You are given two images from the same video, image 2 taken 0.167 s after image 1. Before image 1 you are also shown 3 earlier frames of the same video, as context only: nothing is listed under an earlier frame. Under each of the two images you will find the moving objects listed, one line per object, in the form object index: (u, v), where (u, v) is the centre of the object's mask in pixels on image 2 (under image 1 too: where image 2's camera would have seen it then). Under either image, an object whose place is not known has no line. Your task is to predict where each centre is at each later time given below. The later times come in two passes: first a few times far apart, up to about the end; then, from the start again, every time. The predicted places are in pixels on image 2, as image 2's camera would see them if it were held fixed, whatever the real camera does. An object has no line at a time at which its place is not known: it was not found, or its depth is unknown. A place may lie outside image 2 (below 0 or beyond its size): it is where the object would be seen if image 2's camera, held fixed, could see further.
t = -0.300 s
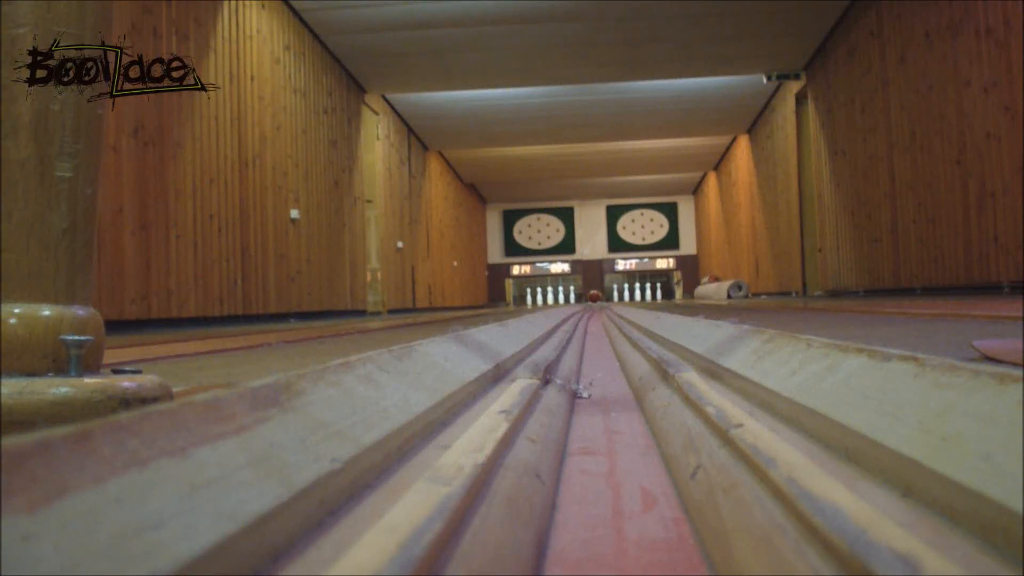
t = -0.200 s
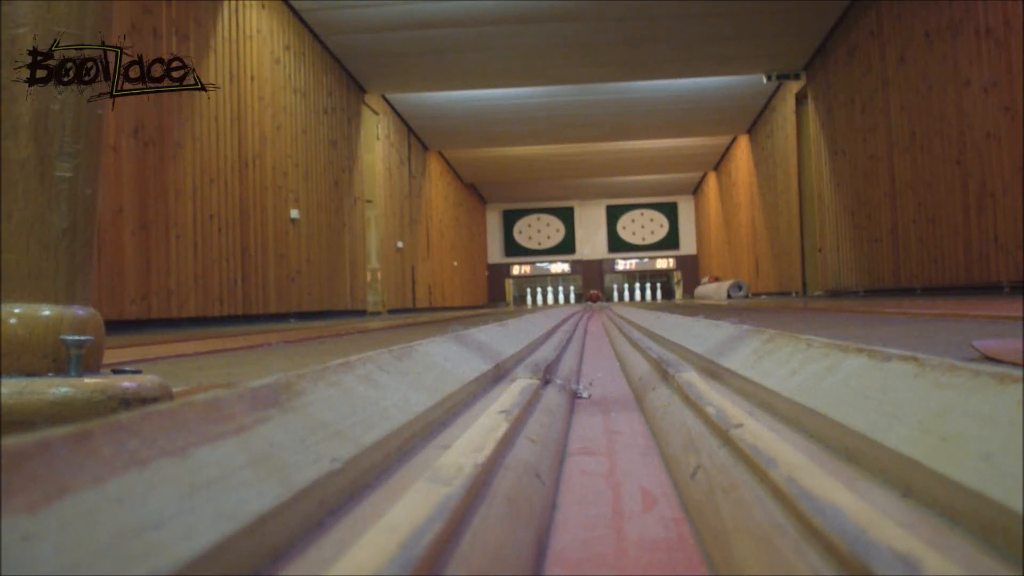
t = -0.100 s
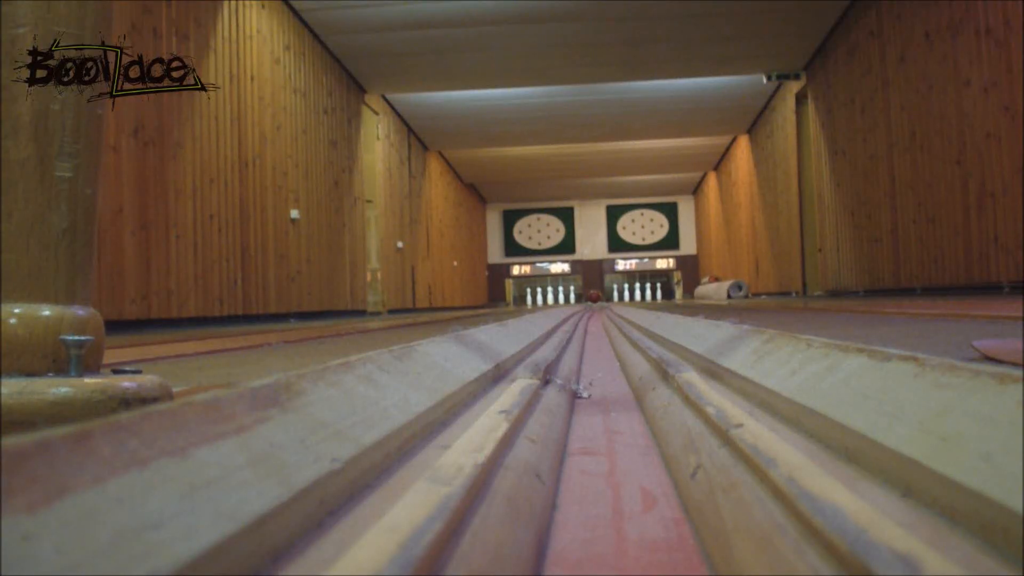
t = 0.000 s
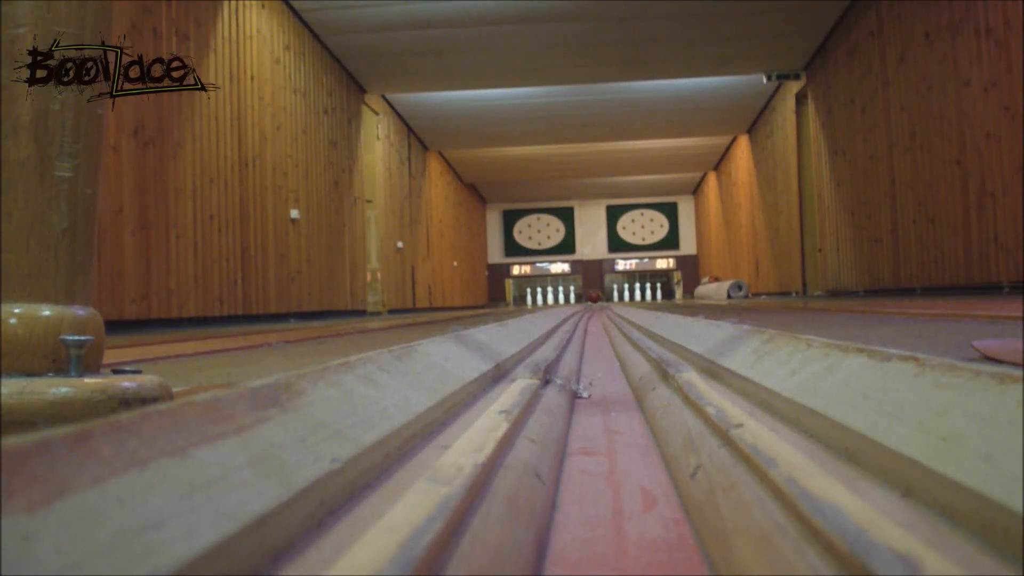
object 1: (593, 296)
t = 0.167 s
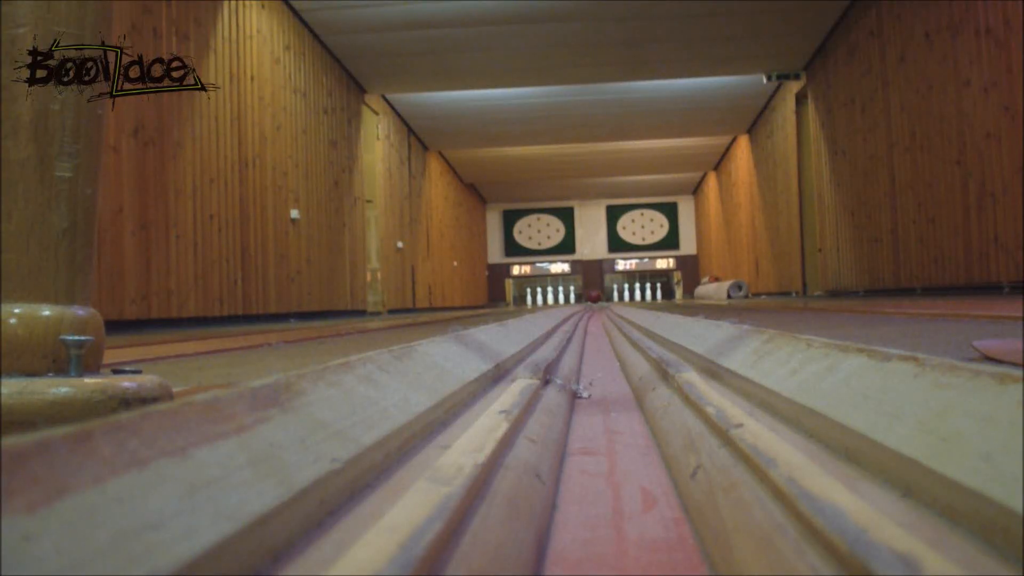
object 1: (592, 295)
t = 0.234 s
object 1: (592, 295)
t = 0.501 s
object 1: (593, 296)
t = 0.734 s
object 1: (593, 295)
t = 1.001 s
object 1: (593, 295)
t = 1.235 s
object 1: (594, 295)
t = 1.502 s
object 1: (593, 294)
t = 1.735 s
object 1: (593, 293)
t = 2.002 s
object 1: (595, 291)
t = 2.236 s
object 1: (596, 289)
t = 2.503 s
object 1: (596, 286)
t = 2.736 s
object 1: (594, 280)
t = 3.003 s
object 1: (596, 266)
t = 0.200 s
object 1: (592, 295)
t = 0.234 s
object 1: (592, 295)
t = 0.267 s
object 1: (592, 295)
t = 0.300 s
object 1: (593, 295)
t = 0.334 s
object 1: (593, 295)
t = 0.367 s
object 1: (593, 295)
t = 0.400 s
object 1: (593, 295)
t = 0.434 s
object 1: (593, 295)
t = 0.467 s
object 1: (593, 295)
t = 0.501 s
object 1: (593, 296)
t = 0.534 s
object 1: (593, 295)
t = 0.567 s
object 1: (593, 295)
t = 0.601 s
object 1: (593, 295)
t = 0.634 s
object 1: (593, 295)
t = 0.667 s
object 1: (593, 295)
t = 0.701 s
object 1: (593, 295)
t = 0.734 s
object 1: (593, 295)
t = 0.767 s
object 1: (593, 295)
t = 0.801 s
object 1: (593, 295)
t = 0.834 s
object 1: (593, 295)
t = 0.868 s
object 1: (593, 295)
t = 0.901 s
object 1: (593, 296)
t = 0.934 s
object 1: (593, 295)
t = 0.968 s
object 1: (594, 295)
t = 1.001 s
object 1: (593, 295)
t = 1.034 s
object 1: (593, 295)
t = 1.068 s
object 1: (594, 295)
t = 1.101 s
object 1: (594, 295)
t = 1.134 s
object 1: (594, 295)
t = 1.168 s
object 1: (594, 295)
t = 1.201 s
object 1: (593, 294)
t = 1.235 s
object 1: (594, 295)
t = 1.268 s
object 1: (593, 295)
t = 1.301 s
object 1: (593, 294)
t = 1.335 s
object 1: (593, 294)
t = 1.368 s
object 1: (593, 294)
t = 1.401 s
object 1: (593, 294)
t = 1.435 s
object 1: (593, 294)
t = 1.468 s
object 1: (593, 294)
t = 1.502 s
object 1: (593, 294)
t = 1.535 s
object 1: (593, 293)
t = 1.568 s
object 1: (593, 293)
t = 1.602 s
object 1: (593, 293)
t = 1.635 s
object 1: (593, 293)
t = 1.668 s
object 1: (593, 293)
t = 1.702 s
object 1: (593, 293)
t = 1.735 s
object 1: (593, 293)
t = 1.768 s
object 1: (593, 293)
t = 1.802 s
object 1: (594, 293)
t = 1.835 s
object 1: (594, 292)
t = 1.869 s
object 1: (595, 292)
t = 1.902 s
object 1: (594, 292)
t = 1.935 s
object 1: (594, 292)
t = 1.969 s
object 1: (594, 292)
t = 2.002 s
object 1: (595, 291)
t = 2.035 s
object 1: (595, 291)
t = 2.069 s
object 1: (595, 291)
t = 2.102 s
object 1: (595, 290)
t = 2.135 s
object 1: (595, 290)
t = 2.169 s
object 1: (595, 290)
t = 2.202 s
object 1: (595, 289)
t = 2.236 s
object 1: (596, 289)
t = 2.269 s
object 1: (596, 289)
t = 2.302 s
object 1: (596, 288)
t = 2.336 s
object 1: (596, 288)
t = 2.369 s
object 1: (597, 287)
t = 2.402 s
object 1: (597, 286)
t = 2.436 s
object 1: (598, 286)
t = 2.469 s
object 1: (597, 286)
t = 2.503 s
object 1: (596, 286)
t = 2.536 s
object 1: (596, 284)
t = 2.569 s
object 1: (596, 284)
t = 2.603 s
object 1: (595, 283)
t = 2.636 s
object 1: (595, 283)
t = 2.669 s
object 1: (595, 282)
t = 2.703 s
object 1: (594, 281)
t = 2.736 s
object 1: (594, 280)
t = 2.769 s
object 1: (595, 279)
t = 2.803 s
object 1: (595, 277)
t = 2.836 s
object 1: (594, 274)
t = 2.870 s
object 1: (594, 273)
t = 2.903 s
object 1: (594, 272)
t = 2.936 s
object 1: (594, 272)
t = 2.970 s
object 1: (595, 270)
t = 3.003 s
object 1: (596, 266)
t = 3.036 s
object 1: (596, 264)
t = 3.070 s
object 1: (597, 259)
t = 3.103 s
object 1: (598, 256)
